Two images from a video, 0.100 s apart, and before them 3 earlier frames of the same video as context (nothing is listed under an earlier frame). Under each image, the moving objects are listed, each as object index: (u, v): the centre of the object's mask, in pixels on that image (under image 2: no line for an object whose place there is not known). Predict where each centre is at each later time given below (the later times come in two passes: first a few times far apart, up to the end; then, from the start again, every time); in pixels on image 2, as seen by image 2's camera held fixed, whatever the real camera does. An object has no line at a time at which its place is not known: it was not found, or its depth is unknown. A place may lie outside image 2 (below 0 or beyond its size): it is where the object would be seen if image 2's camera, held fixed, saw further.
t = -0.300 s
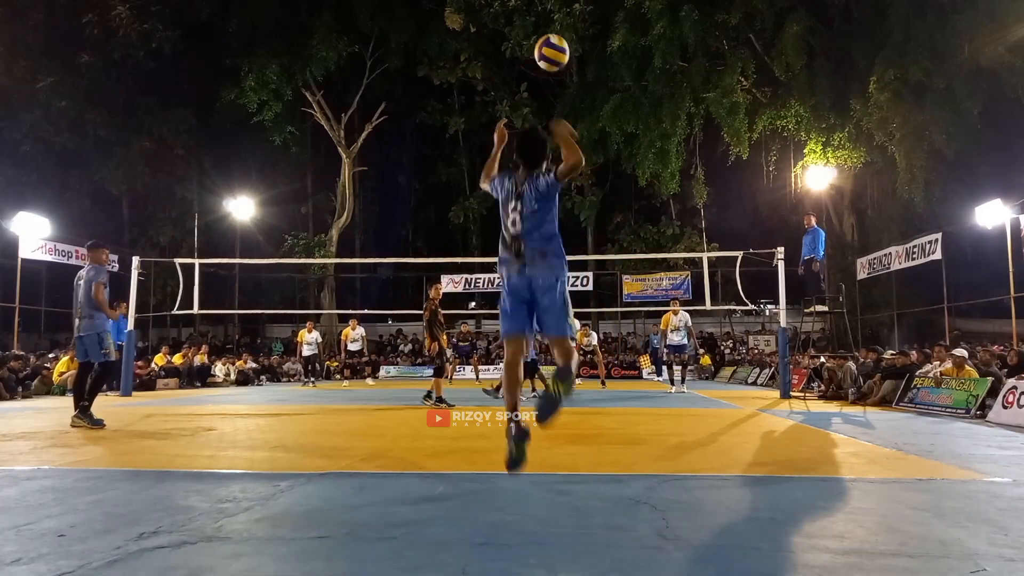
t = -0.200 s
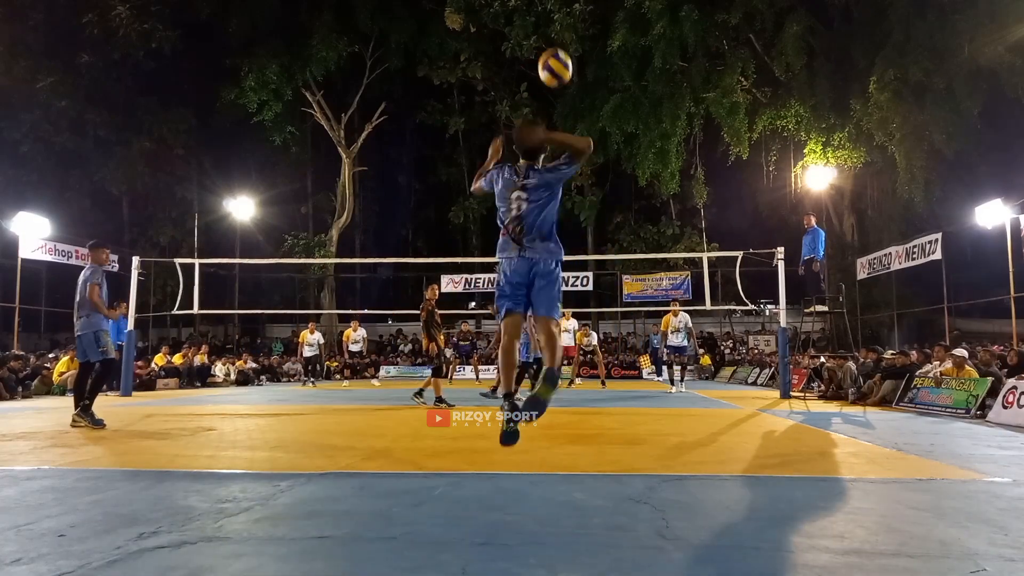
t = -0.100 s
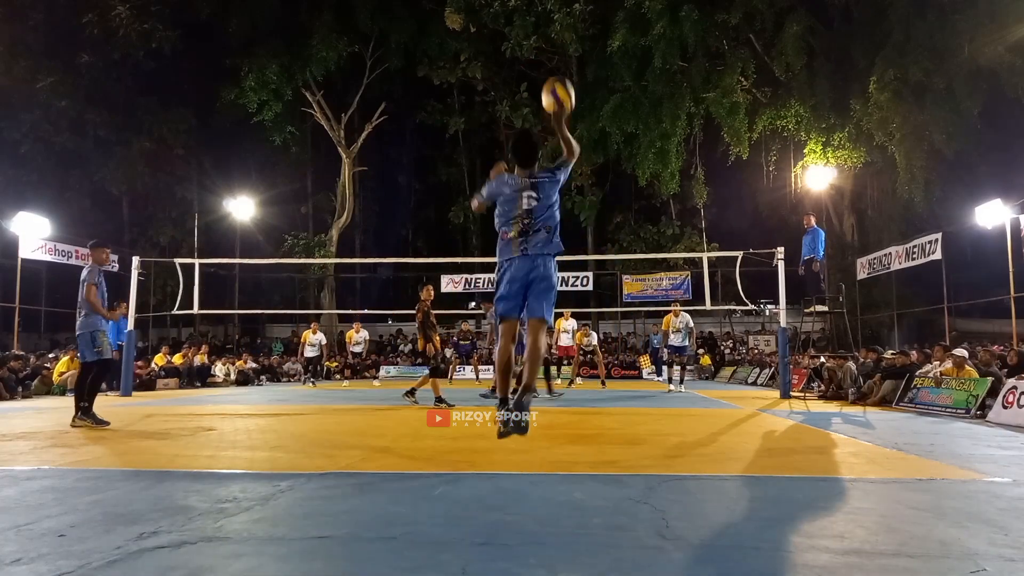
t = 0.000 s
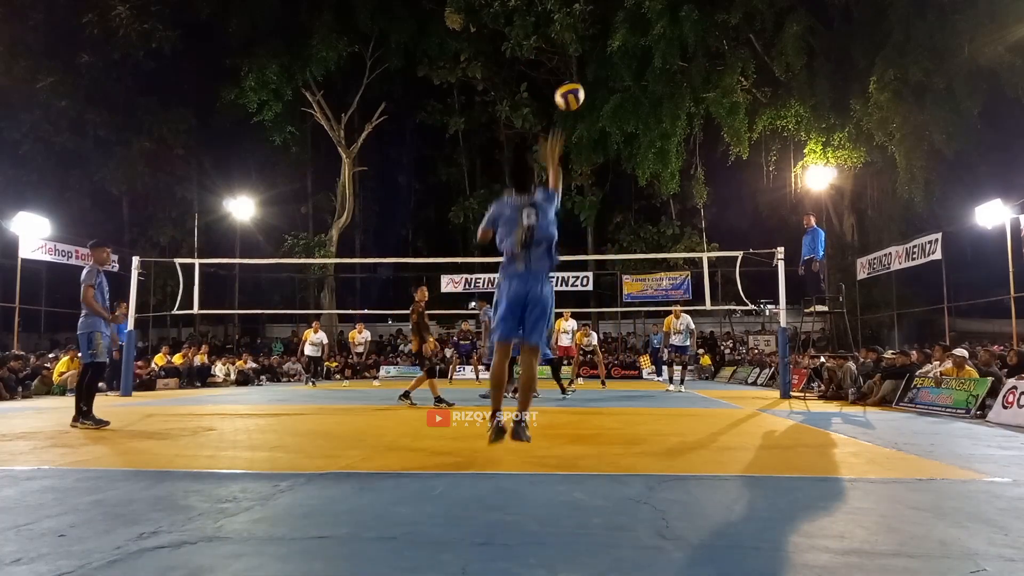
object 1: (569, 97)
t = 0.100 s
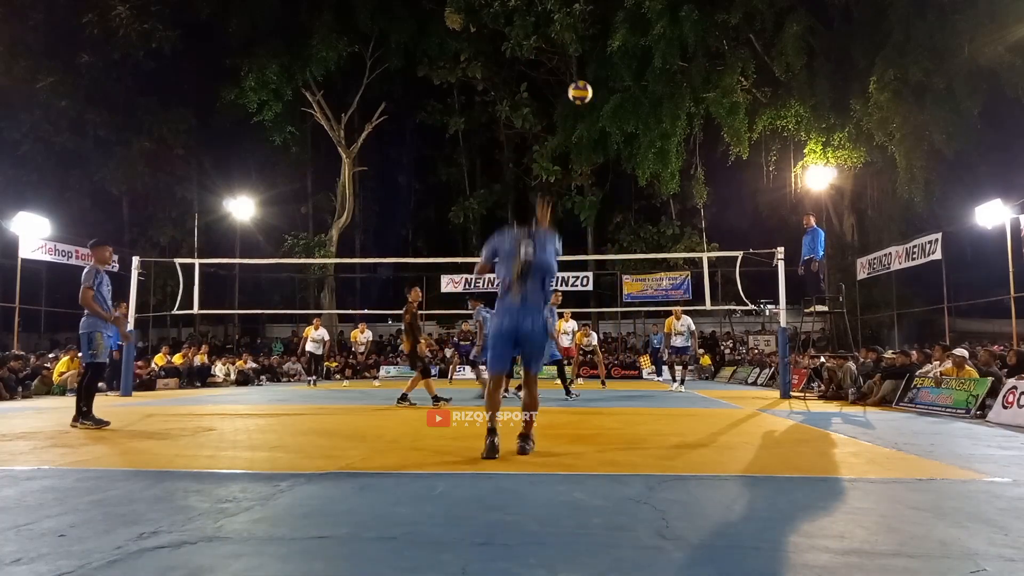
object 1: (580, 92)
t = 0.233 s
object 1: (590, 105)
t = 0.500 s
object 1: (603, 150)
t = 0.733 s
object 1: (609, 204)
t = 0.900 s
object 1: (612, 247)
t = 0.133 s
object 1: (583, 94)
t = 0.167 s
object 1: (586, 97)
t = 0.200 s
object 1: (588, 100)
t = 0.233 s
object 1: (590, 105)
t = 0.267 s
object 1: (593, 109)
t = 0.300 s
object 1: (595, 114)
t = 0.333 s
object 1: (597, 119)
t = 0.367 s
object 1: (598, 124)
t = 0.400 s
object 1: (599, 130)
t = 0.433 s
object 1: (601, 136)
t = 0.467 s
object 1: (602, 143)
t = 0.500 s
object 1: (603, 150)
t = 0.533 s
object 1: (604, 157)
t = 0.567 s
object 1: (605, 164)
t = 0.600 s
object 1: (606, 172)
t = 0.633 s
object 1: (607, 179)
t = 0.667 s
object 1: (608, 187)
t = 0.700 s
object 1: (608, 196)
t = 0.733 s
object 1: (609, 204)
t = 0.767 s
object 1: (610, 212)
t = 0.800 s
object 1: (610, 221)
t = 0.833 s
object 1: (611, 229)
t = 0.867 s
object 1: (612, 239)
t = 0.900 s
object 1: (612, 247)
